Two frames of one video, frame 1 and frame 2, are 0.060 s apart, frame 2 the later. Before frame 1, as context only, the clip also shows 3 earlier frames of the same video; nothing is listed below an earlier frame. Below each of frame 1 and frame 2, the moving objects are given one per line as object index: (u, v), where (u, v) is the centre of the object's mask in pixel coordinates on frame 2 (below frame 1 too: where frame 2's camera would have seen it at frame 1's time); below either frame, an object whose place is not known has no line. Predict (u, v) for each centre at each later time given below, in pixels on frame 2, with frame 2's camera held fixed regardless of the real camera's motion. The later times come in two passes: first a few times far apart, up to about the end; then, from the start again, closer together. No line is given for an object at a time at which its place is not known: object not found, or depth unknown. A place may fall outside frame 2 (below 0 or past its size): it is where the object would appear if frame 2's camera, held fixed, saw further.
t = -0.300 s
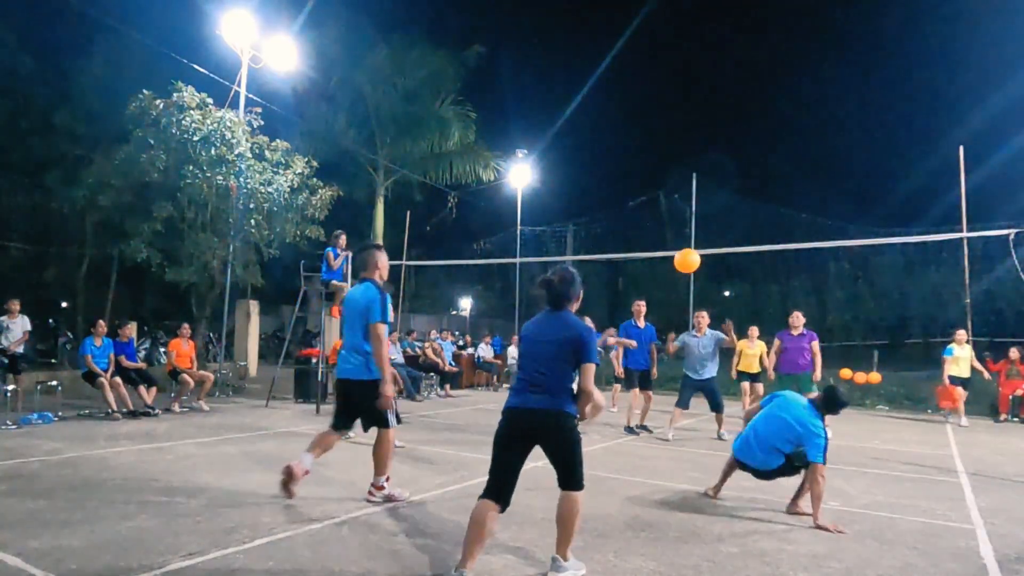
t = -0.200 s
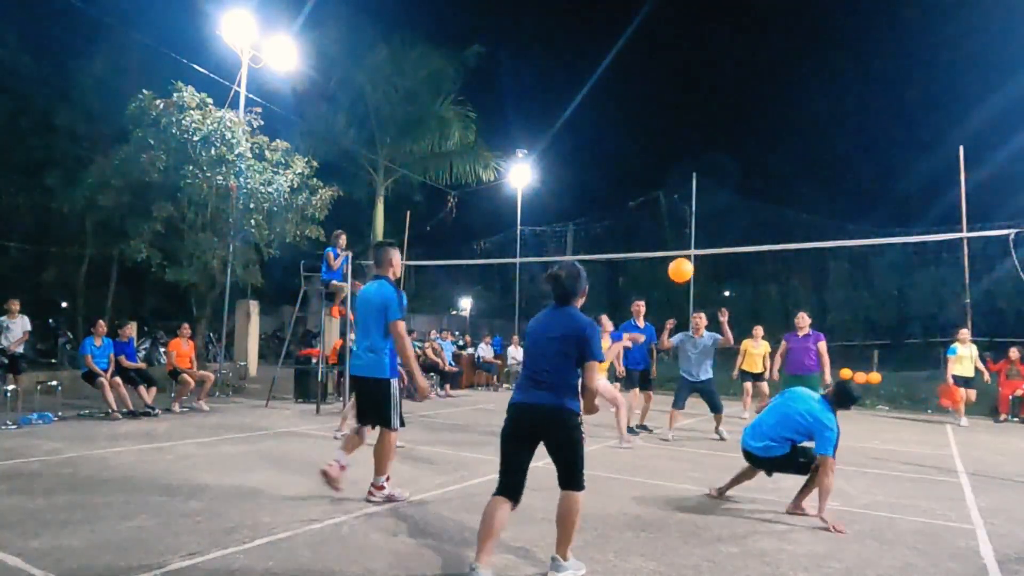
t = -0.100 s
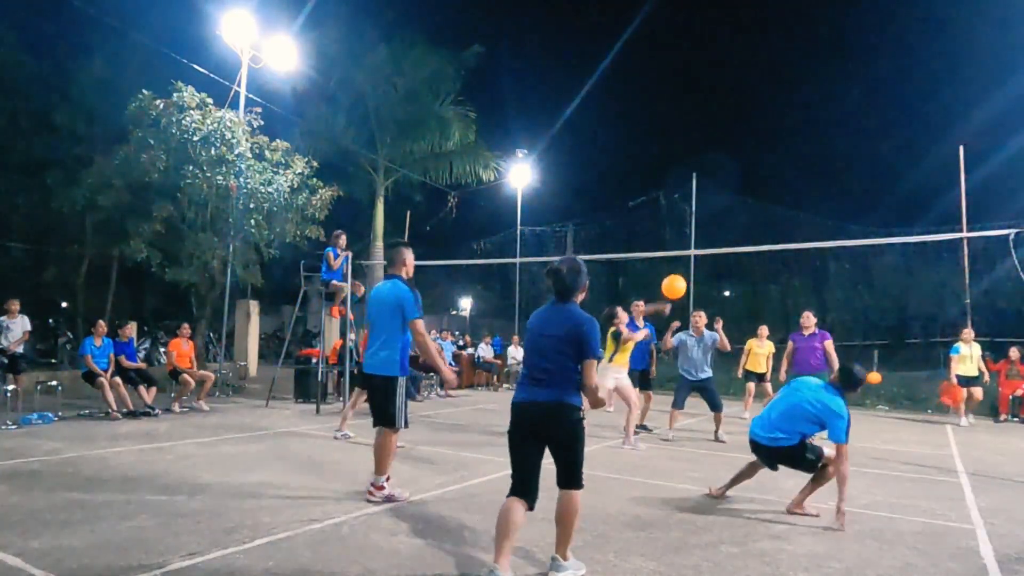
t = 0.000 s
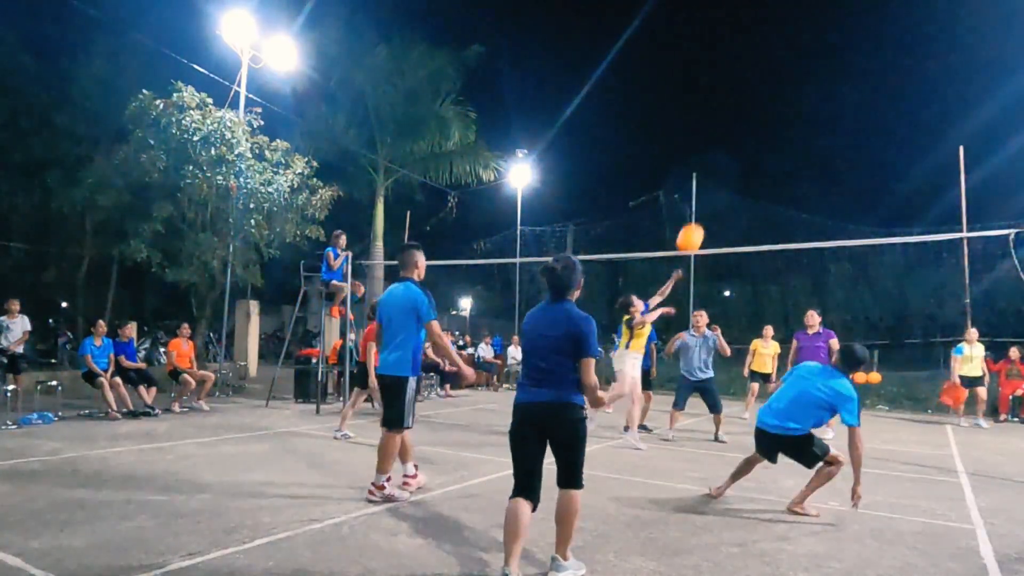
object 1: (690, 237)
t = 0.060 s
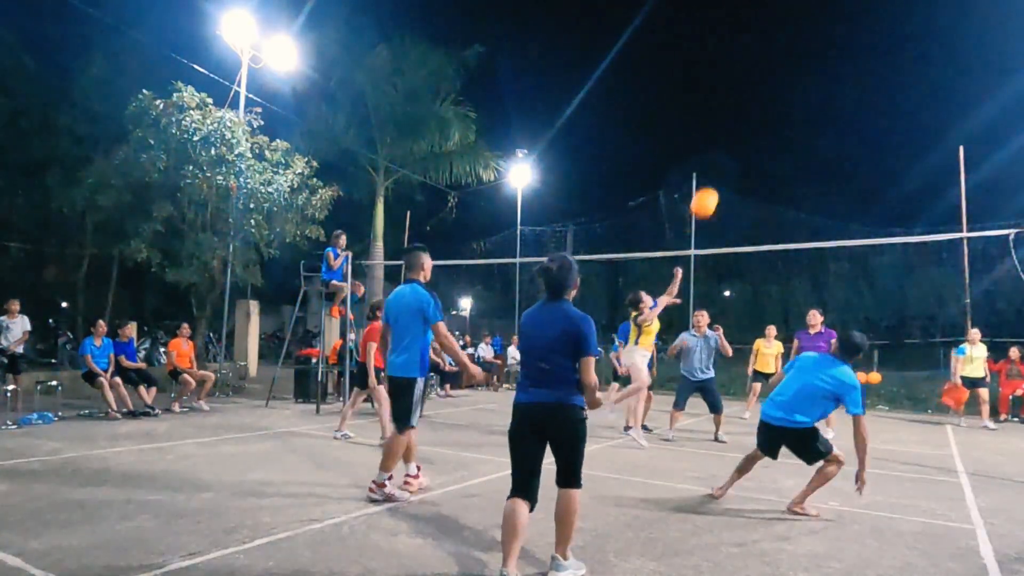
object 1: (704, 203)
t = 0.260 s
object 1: (750, 108)
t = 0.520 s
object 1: (813, 42)
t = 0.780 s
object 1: (875, 45)
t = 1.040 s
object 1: (935, 120)
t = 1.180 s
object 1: (962, 186)
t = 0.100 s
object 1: (714, 181)
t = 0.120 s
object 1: (718, 170)
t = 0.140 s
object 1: (723, 160)
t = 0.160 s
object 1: (727, 150)
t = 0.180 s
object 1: (732, 141)
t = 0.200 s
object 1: (736, 132)
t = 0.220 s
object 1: (741, 123)
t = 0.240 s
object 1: (746, 115)
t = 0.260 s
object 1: (750, 108)
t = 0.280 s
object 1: (755, 101)
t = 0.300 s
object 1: (760, 94)
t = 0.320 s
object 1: (764, 87)
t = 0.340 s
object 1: (769, 81)
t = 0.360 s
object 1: (774, 75)
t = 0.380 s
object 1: (779, 70)
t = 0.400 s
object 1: (784, 64)
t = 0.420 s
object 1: (789, 60)
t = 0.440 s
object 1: (794, 55)
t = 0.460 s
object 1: (799, 51)
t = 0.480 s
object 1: (804, 48)
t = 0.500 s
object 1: (808, 45)
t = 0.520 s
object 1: (813, 42)
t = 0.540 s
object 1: (817, 40)
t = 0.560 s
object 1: (822, 38)
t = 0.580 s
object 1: (826, 37)
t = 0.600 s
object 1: (831, 36)
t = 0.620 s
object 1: (836, 35)
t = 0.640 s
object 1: (840, 35)
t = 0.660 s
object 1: (845, 35)
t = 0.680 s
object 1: (850, 36)
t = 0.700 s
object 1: (855, 37)
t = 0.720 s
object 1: (860, 39)
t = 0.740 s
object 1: (865, 40)
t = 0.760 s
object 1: (870, 42)
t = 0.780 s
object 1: (875, 45)
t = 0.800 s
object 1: (879, 48)
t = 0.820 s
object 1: (884, 52)
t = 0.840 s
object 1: (889, 56)
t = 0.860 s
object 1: (894, 60)
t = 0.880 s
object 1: (898, 65)
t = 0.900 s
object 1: (903, 70)
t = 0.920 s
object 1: (907, 76)
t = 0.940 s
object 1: (912, 82)
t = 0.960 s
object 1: (916, 89)
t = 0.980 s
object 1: (921, 96)
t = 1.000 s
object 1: (925, 104)
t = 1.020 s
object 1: (930, 112)
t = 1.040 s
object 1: (935, 120)
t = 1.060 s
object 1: (940, 129)
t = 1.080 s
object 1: (944, 138)
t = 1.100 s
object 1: (949, 148)
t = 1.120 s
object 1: (954, 158)
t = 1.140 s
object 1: (957, 167)
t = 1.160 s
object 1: (960, 176)
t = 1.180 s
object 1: (962, 186)
